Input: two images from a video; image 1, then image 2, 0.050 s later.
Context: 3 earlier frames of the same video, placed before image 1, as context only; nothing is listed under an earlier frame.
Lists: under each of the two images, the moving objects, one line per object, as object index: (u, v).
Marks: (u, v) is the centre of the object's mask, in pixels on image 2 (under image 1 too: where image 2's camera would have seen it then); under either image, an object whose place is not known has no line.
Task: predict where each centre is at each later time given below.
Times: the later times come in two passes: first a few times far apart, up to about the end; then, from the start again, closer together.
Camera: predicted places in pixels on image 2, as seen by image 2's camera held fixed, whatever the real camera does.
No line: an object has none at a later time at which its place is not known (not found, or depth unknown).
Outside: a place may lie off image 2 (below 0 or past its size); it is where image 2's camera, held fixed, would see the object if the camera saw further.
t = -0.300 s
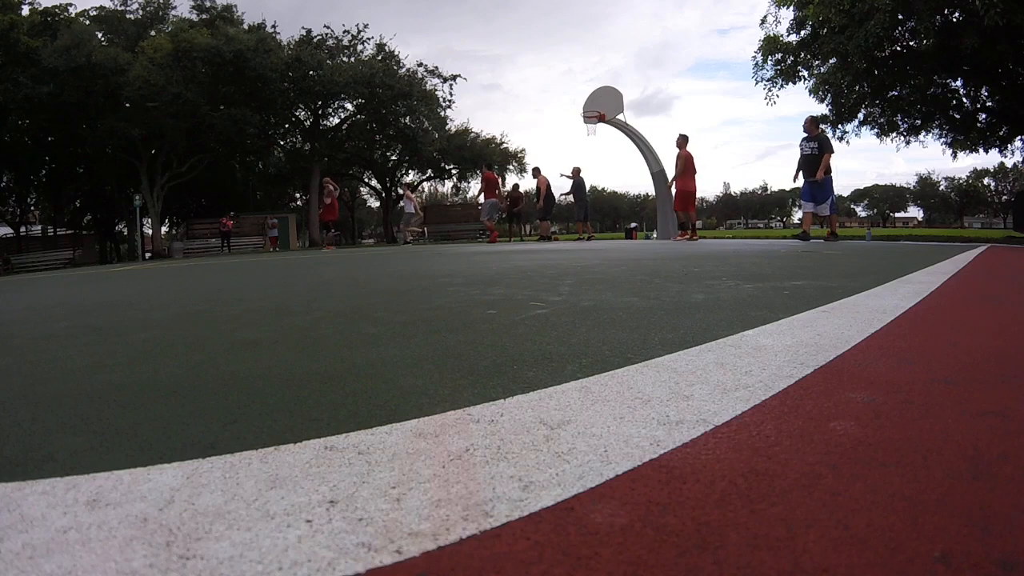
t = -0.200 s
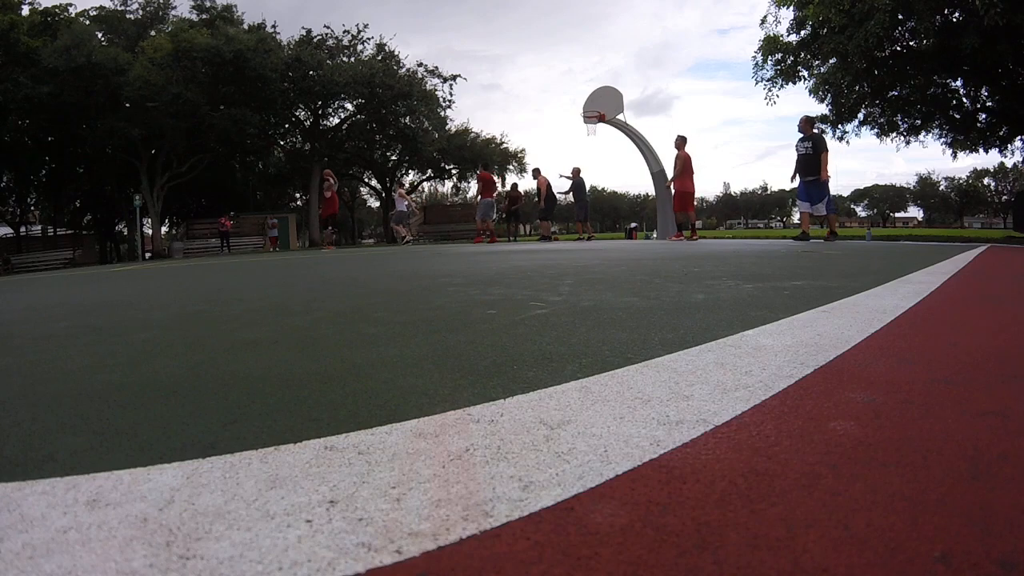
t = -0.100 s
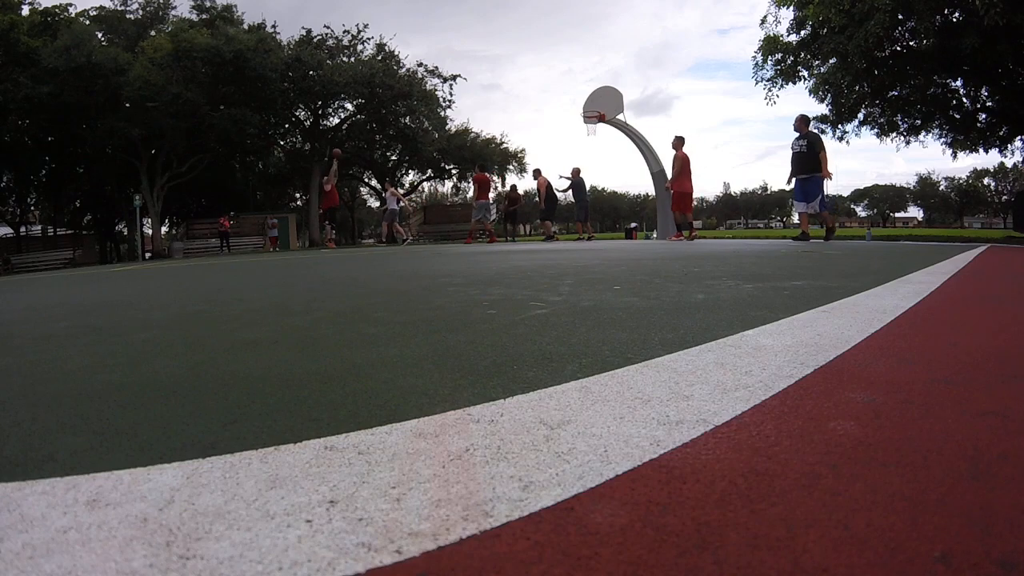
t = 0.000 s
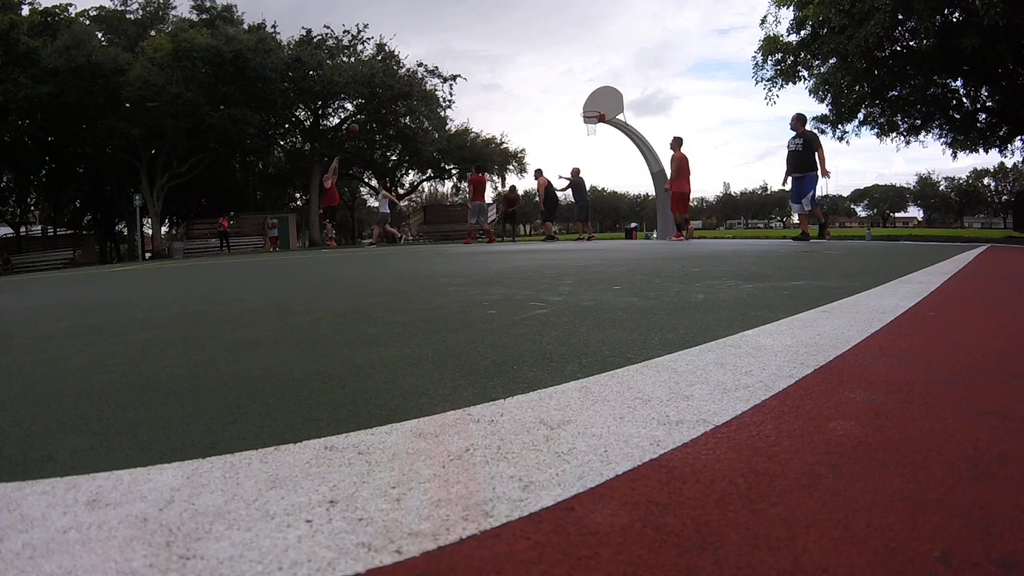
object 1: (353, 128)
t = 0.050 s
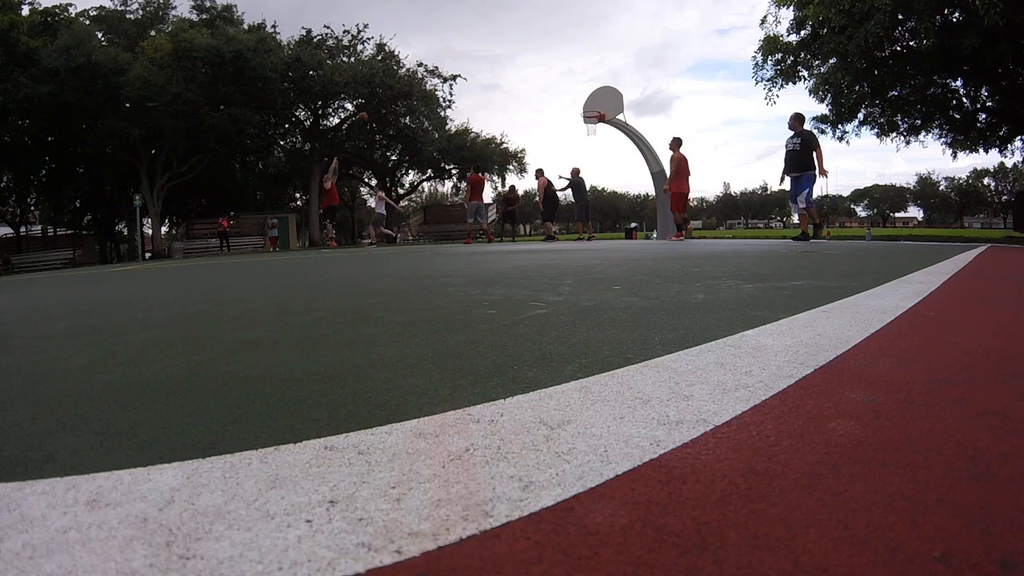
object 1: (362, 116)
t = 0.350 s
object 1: (418, 68)
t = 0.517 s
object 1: (451, 55)
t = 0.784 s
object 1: (506, 55)
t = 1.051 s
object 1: (565, 84)
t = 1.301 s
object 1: (612, 95)
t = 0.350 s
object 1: (418, 68)
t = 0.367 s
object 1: (422, 66)
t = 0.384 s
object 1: (424, 65)
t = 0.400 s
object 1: (428, 63)
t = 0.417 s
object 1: (431, 61)
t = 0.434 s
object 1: (434, 60)
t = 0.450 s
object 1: (437, 59)
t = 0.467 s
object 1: (441, 58)
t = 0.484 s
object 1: (444, 57)
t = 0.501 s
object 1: (447, 56)
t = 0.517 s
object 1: (451, 55)
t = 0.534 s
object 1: (454, 54)
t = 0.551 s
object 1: (458, 53)
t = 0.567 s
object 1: (461, 53)
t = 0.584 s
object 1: (464, 52)
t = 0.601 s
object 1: (468, 52)
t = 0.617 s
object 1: (471, 52)
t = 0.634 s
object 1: (475, 52)
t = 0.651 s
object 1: (478, 52)
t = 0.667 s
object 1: (481, 52)
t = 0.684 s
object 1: (485, 52)
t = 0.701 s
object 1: (488, 52)
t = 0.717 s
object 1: (492, 53)
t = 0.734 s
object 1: (496, 53)
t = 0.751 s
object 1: (499, 54)
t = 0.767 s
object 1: (503, 54)
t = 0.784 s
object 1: (506, 55)
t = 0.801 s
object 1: (510, 56)
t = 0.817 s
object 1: (513, 57)
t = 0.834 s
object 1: (517, 58)
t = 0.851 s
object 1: (521, 60)
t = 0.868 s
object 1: (524, 61)
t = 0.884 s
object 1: (528, 62)
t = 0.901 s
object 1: (532, 64)
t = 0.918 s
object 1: (535, 66)
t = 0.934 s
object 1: (539, 68)
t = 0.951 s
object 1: (543, 70)
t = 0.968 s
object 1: (547, 72)
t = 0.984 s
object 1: (550, 74)
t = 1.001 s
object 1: (554, 76)
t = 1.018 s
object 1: (558, 79)
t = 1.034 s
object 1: (561, 81)
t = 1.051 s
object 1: (565, 84)
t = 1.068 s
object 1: (569, 87)
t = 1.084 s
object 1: (573, 90)
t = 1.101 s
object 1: (577, 93)
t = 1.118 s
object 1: (581, 97)
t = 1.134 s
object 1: (585, 100)
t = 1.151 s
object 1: (589, 104)
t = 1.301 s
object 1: (612, 95)
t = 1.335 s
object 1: (616, 93)
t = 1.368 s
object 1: (622, 92)
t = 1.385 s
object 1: (624, 91)
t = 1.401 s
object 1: (627, 91)
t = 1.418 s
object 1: (630, 90)
